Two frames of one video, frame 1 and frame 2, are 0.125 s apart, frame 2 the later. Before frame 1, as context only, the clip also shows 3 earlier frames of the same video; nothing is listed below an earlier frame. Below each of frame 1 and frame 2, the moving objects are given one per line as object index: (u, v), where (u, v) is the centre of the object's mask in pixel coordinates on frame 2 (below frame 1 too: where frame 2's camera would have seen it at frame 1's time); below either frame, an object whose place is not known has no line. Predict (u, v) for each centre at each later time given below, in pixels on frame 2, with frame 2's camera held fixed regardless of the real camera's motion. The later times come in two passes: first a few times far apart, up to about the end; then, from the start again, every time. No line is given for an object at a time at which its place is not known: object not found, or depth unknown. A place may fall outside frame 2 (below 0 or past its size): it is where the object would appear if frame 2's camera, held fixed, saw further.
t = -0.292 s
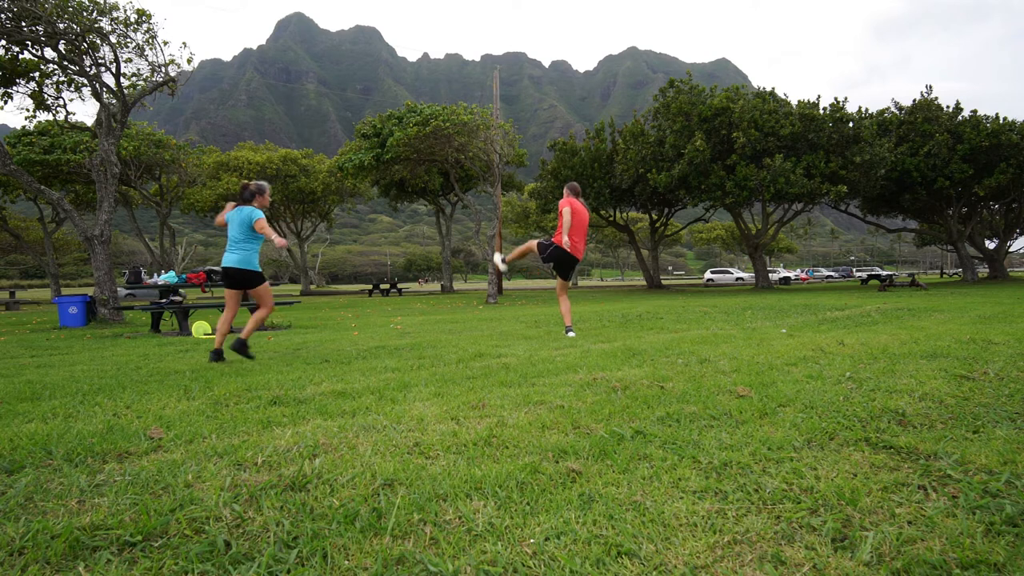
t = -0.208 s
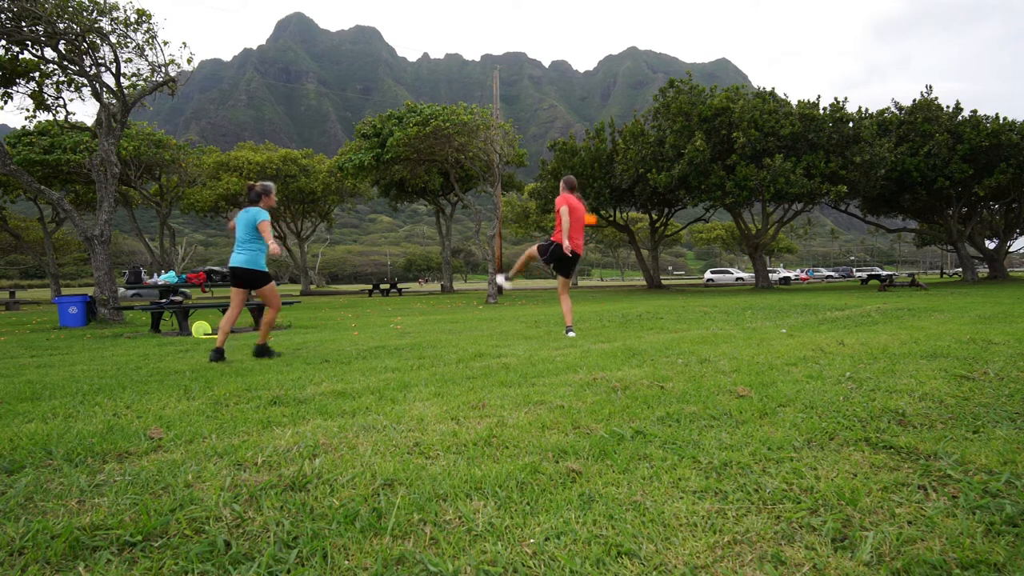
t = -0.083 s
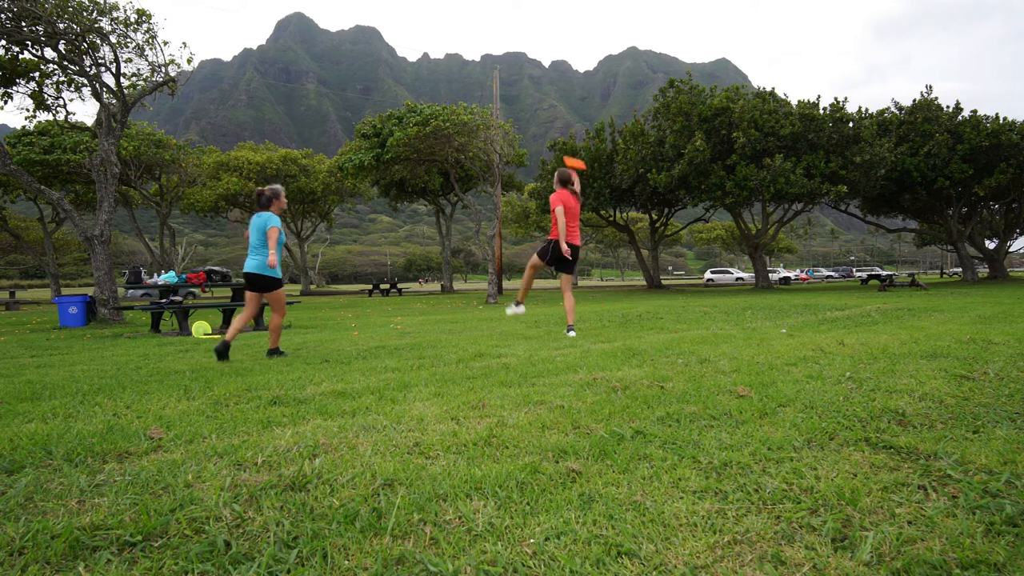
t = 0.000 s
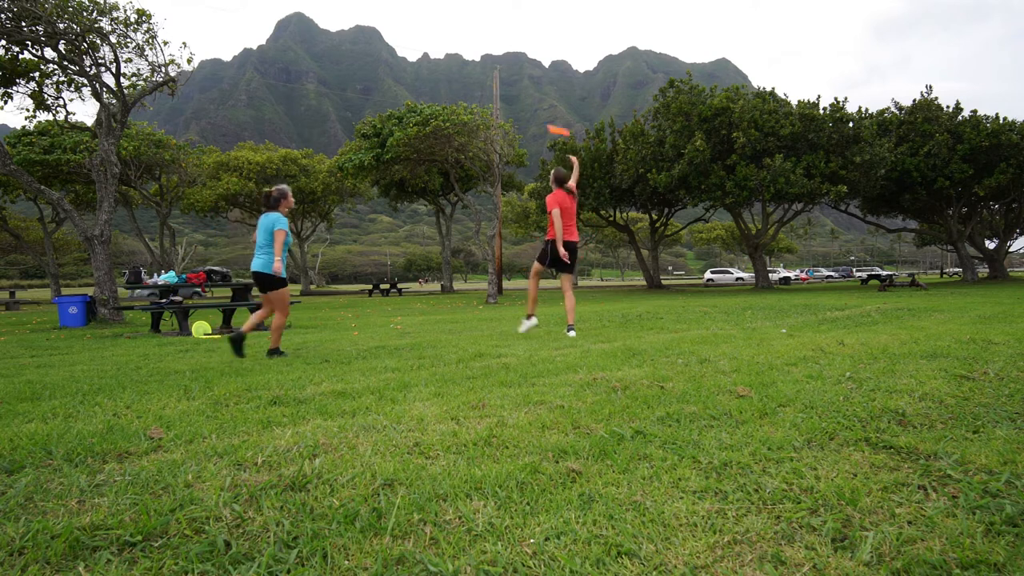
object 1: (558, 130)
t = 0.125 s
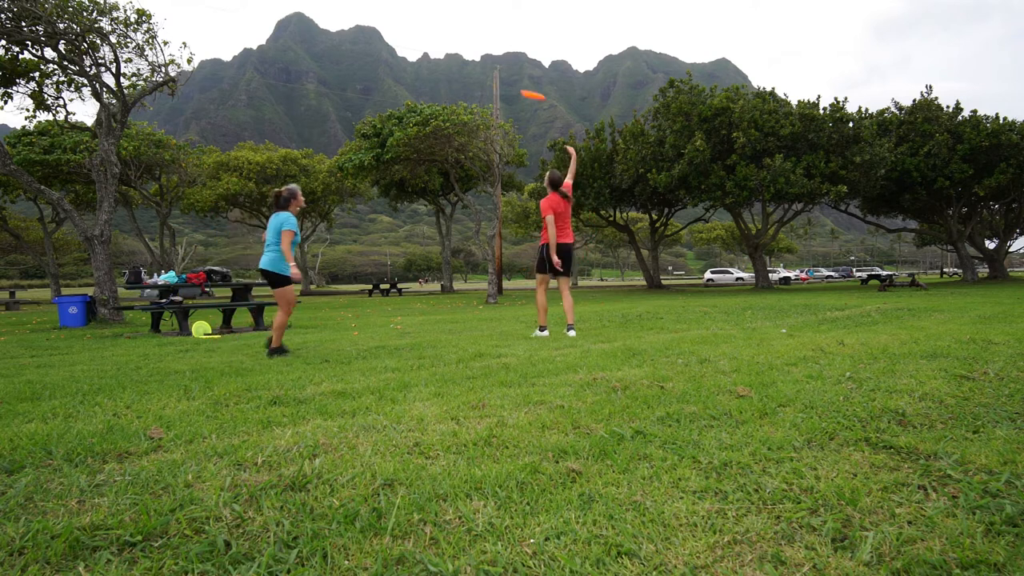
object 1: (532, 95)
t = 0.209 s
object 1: (515, 79)
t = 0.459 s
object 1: (457, 65)
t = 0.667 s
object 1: (406, 86)
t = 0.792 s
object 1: (374, 109)
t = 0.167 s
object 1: (523, 86)
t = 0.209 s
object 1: (515, 79)
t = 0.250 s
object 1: (505, 73)
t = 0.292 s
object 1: (496, 69)
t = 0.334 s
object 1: (486, 65)
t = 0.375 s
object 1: (477, 64)
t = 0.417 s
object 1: (467, 63)
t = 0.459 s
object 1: (457, 65)
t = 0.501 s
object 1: (447, 67)
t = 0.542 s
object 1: (437, 70)
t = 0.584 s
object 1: (426, 75)
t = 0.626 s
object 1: (416, 80)
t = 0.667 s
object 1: (406, 86)
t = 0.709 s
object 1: (395, 93)
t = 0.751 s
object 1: (385, 101)
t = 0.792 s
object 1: (374, 109)
